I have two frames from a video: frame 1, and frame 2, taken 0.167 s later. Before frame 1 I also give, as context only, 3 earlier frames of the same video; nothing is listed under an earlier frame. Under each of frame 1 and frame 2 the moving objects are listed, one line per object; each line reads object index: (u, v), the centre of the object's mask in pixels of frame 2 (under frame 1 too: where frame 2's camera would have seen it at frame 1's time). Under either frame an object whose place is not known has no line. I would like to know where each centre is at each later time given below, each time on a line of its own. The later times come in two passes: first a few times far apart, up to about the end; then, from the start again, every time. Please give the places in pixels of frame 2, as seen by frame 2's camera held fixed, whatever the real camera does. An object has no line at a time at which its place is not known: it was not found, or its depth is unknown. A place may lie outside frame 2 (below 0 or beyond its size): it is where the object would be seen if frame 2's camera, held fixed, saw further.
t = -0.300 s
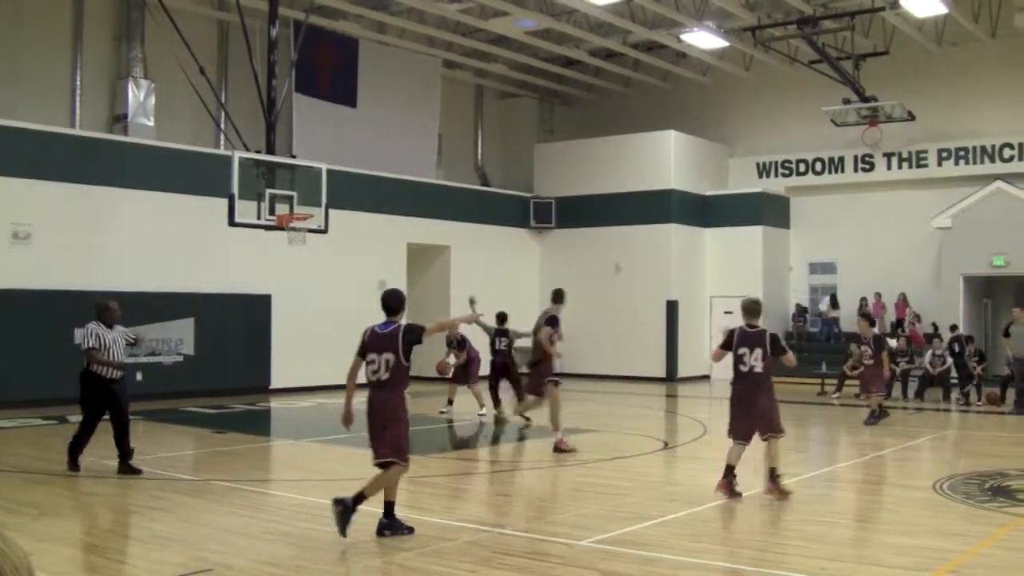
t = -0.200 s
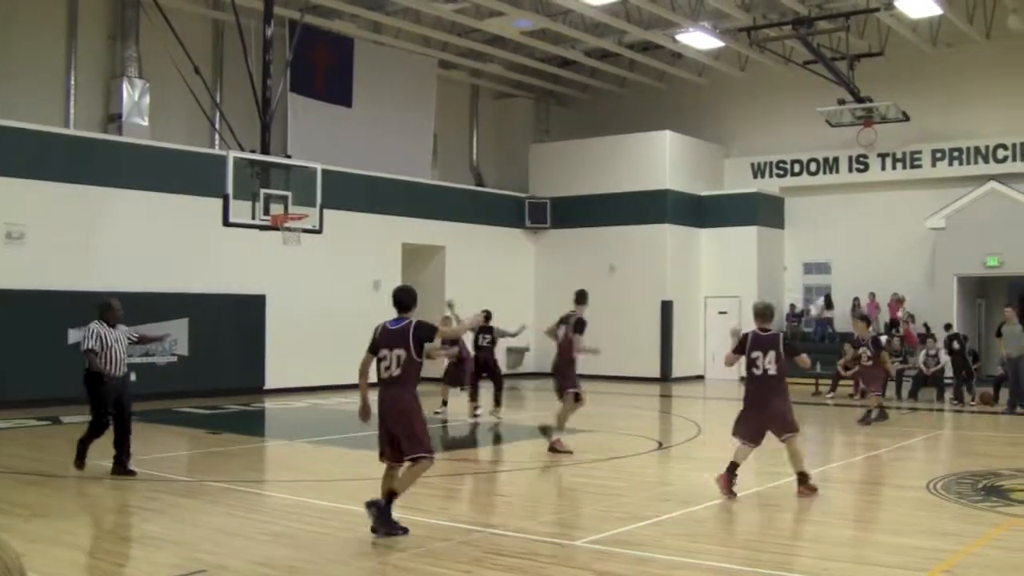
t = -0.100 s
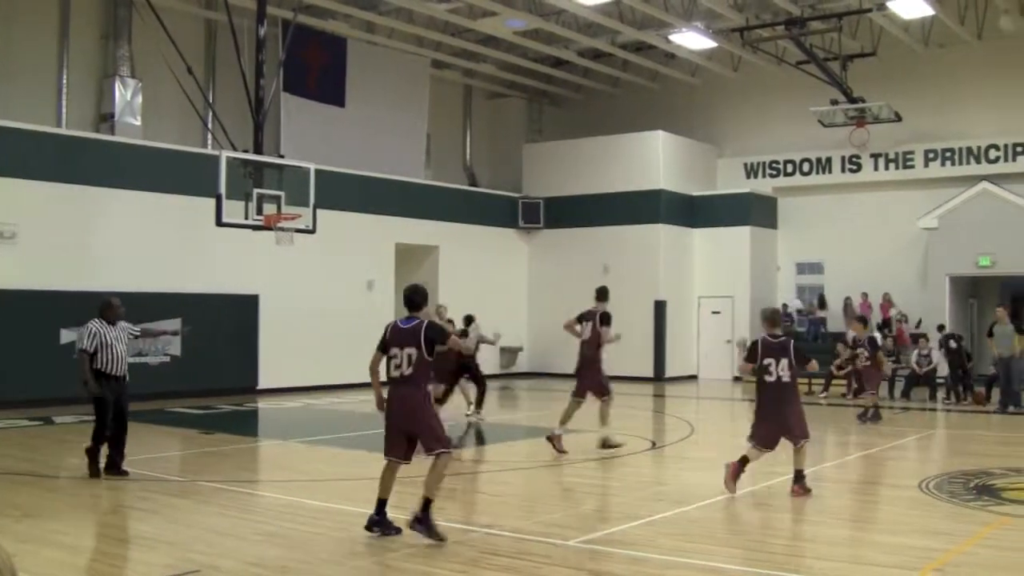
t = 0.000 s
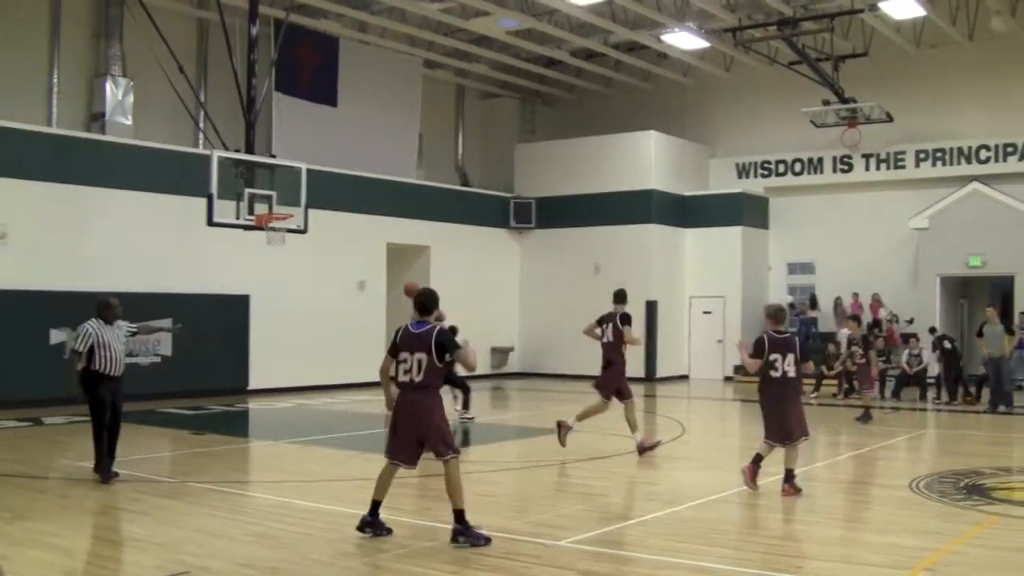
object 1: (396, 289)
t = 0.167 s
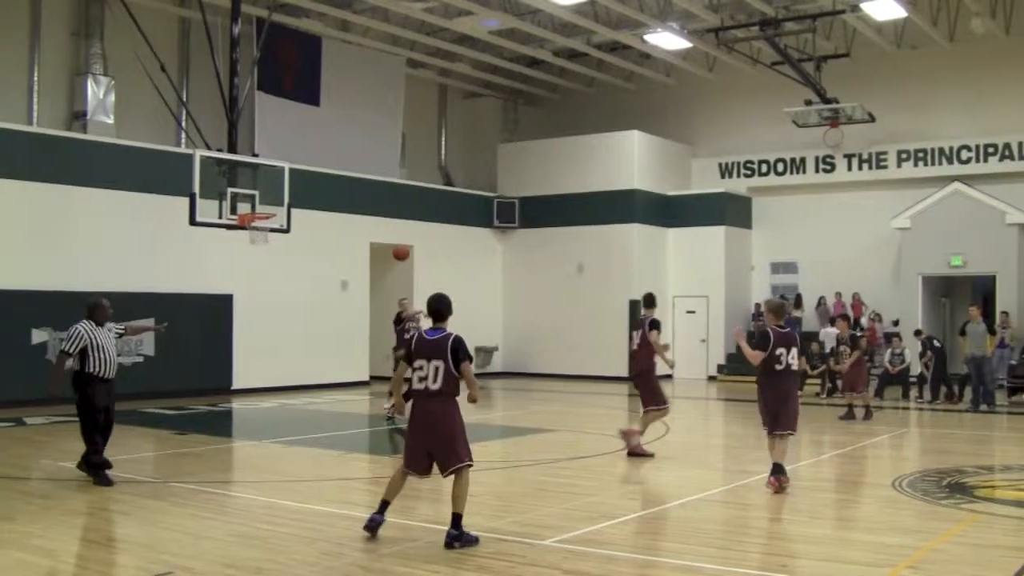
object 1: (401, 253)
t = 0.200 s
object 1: (402, 246)
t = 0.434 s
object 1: (413, 224)
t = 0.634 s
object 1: (426, 240)
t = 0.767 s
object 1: (438, 275)
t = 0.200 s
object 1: (402, 246)
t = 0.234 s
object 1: (403, 241)
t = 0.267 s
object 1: (405, 237)
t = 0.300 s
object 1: (406, 233)
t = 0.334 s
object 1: (408, 229)
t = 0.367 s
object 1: (409, 227)
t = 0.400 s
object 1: (411, 225)
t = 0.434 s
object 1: (413, 224)
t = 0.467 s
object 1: (415, 224)
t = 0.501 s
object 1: (417, 225)
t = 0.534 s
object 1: (419, 226)
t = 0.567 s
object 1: (421, 229)
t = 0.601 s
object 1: (424, 234)
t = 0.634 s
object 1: (426, 240)
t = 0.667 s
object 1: (428, 246)
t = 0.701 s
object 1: (432, 254)
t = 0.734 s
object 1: (434, 264)
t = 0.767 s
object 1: (438, 275)
